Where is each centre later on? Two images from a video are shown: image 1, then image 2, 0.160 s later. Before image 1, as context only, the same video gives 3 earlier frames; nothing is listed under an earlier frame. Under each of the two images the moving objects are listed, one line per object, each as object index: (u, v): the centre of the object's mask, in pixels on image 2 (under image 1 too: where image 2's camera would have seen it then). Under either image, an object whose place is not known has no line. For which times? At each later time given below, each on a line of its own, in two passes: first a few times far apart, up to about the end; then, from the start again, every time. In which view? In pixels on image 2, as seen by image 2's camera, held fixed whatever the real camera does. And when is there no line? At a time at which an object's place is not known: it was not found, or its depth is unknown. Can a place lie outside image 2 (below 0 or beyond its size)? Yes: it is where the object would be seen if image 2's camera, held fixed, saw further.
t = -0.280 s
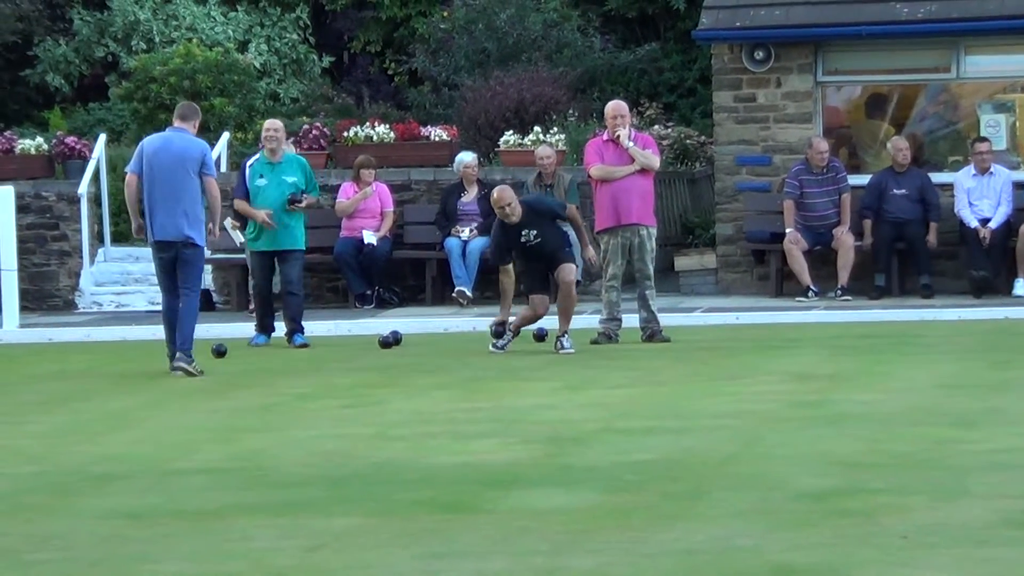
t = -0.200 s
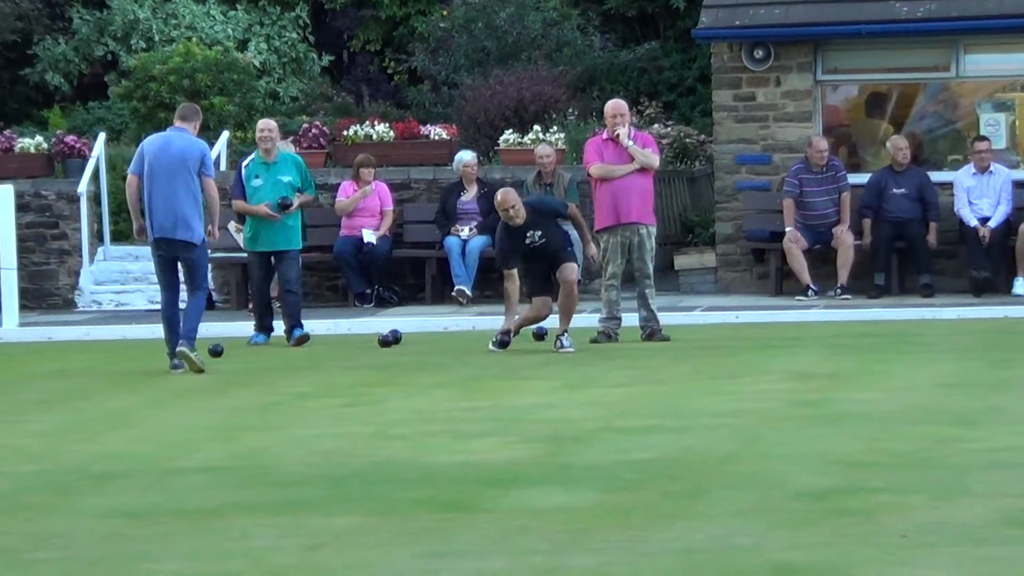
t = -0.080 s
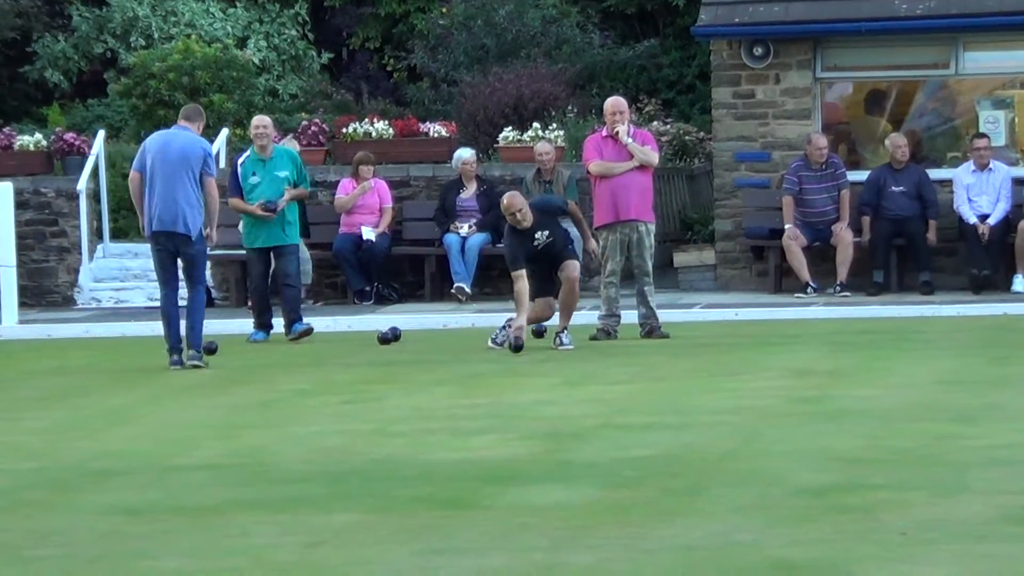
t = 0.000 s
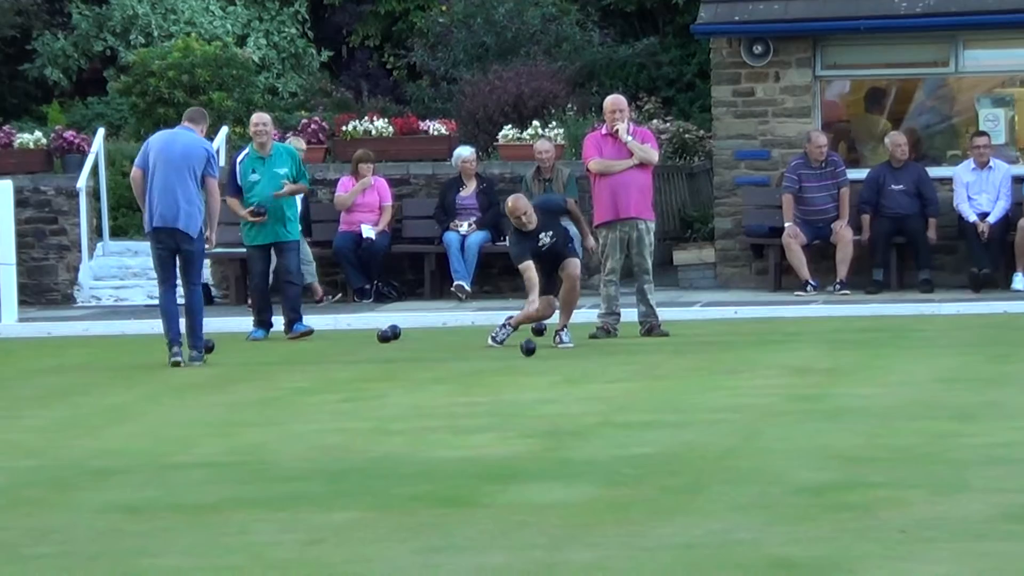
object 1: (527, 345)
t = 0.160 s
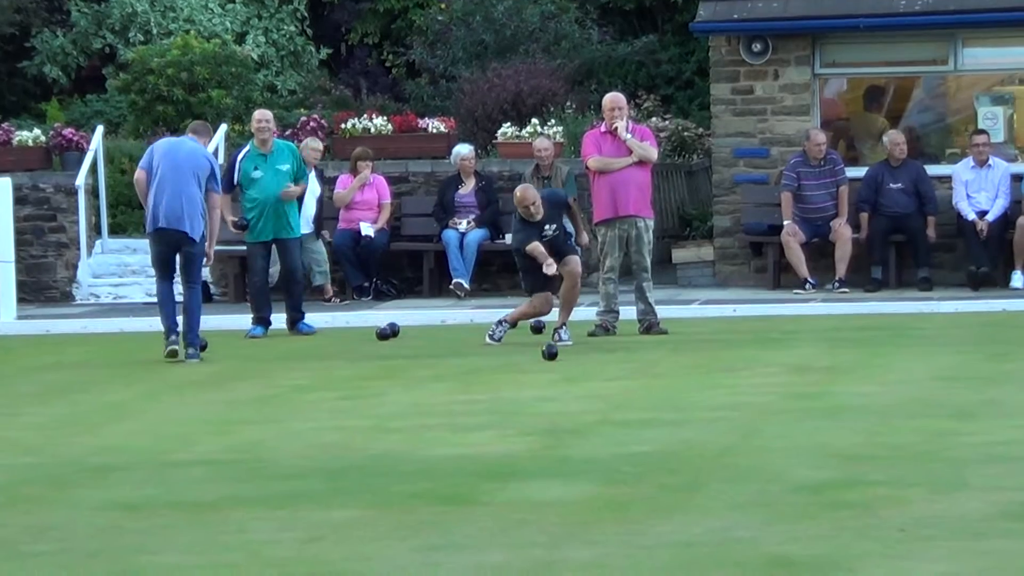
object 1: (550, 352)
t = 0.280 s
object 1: (564, 356)
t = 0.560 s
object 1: (594, 366)
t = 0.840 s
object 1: (625, 377)
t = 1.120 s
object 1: (658, 386)
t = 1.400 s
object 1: (691, 397)
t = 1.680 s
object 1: (724, 410)
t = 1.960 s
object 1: (757, 422)
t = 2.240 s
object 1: (790, 434)
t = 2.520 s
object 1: (823, 448)
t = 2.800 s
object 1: (854, 464)
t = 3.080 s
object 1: (884, 481)
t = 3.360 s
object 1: (914, 499)
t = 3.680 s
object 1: (946, 520)
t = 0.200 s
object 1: (554, 352)
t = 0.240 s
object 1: (559, 354)
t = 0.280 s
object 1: (564, 356)
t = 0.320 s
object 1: (568, 358)
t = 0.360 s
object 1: (572, 359)
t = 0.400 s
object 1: (577, 361)
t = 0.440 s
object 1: (581, 362)
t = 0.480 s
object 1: (586, 364)
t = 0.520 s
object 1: (590, 365)
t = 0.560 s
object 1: (594, 366)
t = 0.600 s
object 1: (599, 368)
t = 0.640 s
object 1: (604, 369)
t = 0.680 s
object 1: (608, 370)
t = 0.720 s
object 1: (612, 372)
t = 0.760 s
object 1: (616, 373)
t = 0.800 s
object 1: (621, 374)
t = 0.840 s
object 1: (625, 377)
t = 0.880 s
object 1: (630, 378)
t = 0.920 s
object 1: (634, 379)
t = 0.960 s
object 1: (639, 381)
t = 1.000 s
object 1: (644, 382)
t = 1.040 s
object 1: (649, 384)
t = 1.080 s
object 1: (653, 385)
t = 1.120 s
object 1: (658, 386)
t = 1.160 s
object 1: (663, 388)
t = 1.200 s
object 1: (668, 389)
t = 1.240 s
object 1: (672, 391)
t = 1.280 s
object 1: (677, 392)
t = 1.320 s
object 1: (682, 394)
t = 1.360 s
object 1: (686, 396)
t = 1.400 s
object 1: (691, 397)
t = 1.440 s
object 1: (696, 399)
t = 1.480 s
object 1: (700, 401)
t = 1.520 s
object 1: (705, 403)
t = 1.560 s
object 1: (710, 405)
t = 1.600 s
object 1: (715, 406)
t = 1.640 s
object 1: (719, 408)
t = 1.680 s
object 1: (724, 410)
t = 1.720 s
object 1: (729, 411)
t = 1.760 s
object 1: (733, 413)
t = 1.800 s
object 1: (738, 415)
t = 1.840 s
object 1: (743, 417)
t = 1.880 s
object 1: (748, 418)
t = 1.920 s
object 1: (752, 420)
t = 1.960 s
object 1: (757, 422)
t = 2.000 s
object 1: (762, 424)
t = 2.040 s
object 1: (767, 426)
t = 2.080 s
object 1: (771, 428)
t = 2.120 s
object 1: (776, 429)
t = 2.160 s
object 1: (781, 431)
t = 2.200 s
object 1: (786, 432)
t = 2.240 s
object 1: (790, 434)
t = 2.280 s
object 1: (795, 436)
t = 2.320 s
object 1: (800, 438)
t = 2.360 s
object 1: (804, 440)
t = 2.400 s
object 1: (809, 442)
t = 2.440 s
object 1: (813, 444)
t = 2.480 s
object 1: (818, 446)
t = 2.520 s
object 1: (823, 448)
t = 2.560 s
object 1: (827, 450)
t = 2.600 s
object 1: (832, 453)
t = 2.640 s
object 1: (836, 455)
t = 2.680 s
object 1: (841, 457)
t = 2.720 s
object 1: (845, 460)
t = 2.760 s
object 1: (850, 462)
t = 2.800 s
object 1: (854, 464)
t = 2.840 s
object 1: (859, 467)
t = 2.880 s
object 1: (863, 469)
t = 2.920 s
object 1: (868, 472)
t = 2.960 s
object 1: (872, 474)
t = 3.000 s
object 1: (876, 476)
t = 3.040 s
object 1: (880, 479)
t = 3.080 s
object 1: (884, 481)
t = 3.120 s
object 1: (889, 484)
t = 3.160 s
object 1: (893, 486)
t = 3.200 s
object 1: (897, 489)
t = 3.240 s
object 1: (901, 491)
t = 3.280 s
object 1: (905, 494)
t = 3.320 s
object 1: (909, 497)
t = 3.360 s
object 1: (914, 499)
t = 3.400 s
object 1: (917, 502)
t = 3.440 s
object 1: (922, 504)
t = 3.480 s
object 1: (926, 507)
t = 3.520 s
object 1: (930, 510)
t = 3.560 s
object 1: (934, 512)
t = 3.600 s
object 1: (938, 515)
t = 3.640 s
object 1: (942, 518)
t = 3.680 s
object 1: (946, 520)
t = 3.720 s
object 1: (950, 523)
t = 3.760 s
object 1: (954, 526)
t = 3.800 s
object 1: (958, 528)
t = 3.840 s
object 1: (962, 531)
